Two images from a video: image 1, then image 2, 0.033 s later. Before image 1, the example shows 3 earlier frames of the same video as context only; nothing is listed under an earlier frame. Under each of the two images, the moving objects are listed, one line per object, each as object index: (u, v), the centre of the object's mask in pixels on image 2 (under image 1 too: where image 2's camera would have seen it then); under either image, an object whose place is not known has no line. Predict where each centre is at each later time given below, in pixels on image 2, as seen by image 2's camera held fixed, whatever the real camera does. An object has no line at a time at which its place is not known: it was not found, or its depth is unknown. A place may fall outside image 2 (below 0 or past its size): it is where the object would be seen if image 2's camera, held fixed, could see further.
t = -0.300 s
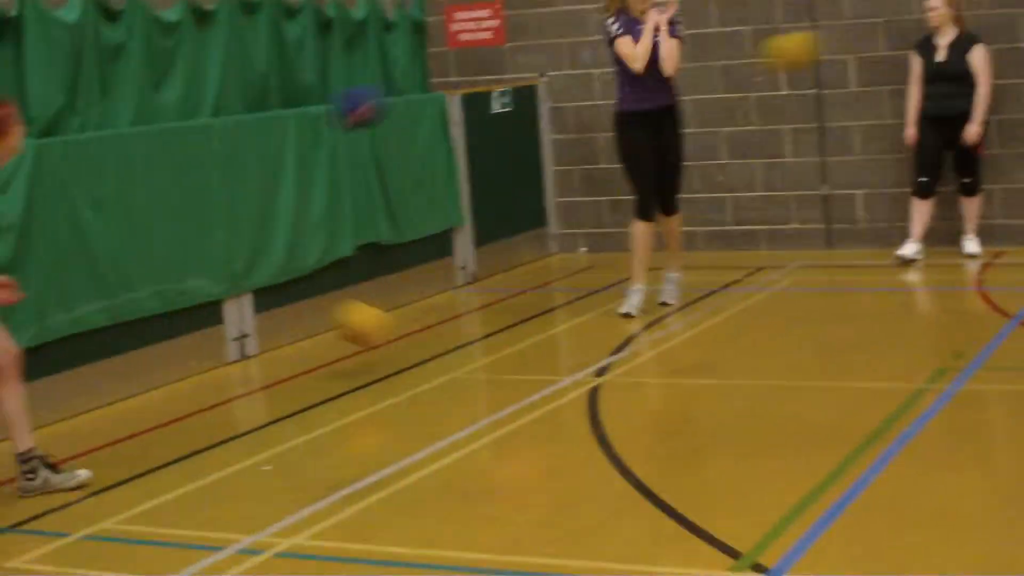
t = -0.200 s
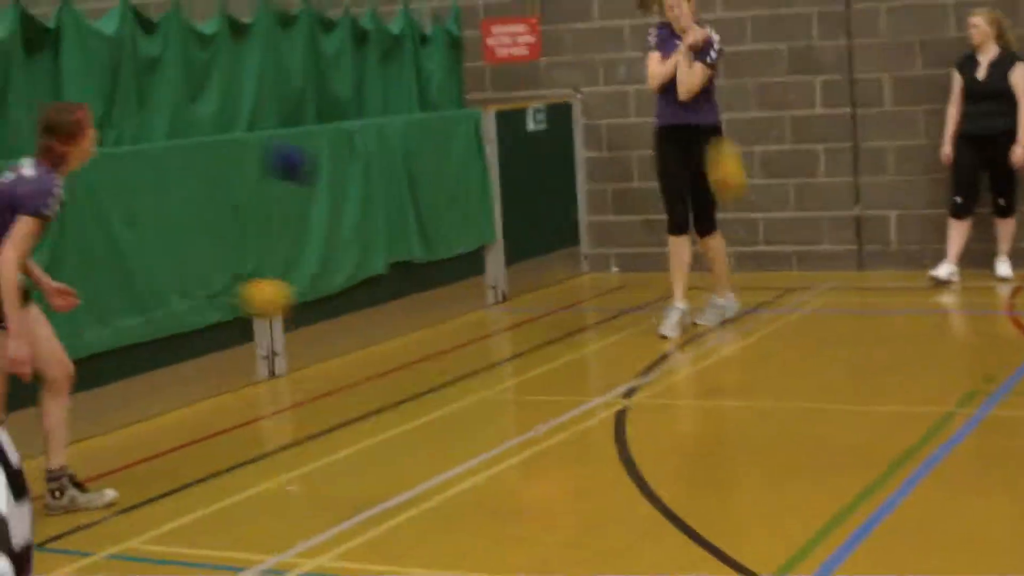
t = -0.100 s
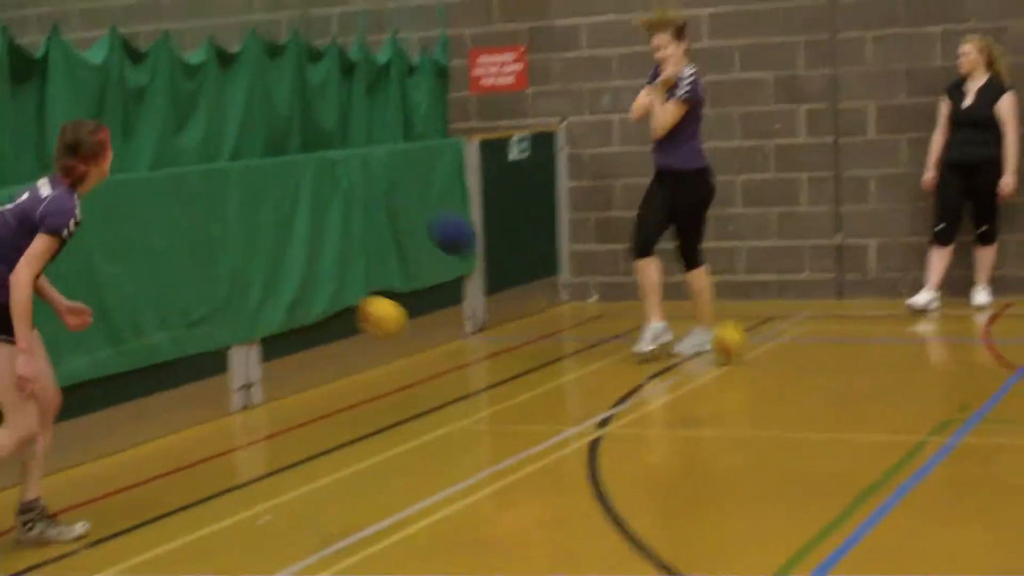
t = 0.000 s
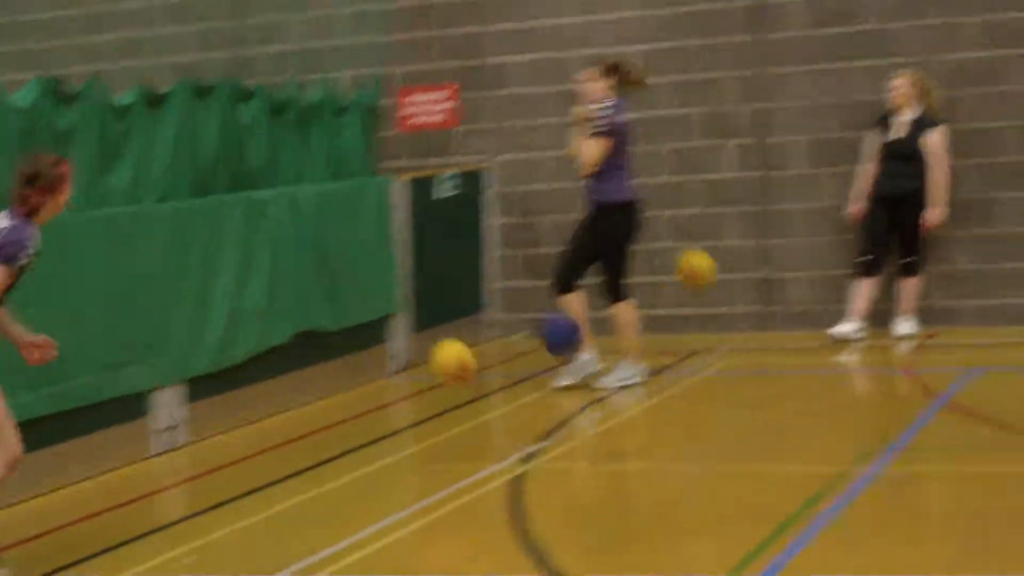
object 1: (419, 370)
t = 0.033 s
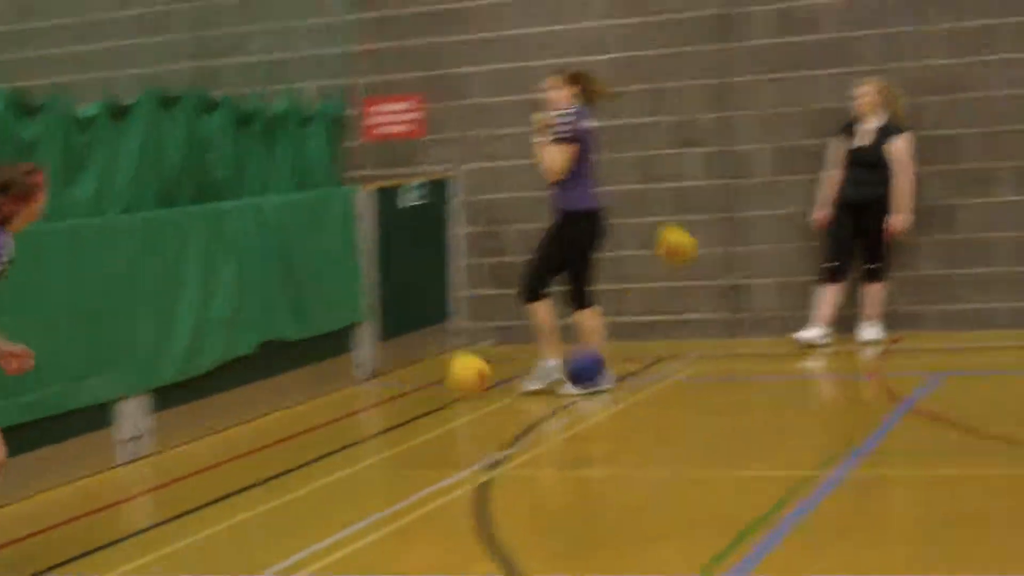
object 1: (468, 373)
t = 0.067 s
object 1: (517, 382)
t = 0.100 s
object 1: (566, 395)
